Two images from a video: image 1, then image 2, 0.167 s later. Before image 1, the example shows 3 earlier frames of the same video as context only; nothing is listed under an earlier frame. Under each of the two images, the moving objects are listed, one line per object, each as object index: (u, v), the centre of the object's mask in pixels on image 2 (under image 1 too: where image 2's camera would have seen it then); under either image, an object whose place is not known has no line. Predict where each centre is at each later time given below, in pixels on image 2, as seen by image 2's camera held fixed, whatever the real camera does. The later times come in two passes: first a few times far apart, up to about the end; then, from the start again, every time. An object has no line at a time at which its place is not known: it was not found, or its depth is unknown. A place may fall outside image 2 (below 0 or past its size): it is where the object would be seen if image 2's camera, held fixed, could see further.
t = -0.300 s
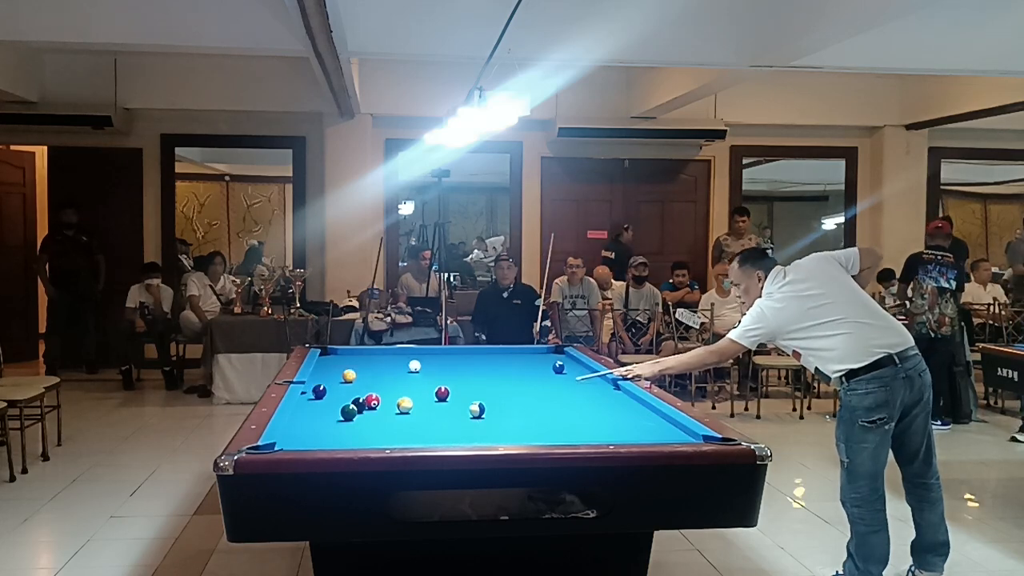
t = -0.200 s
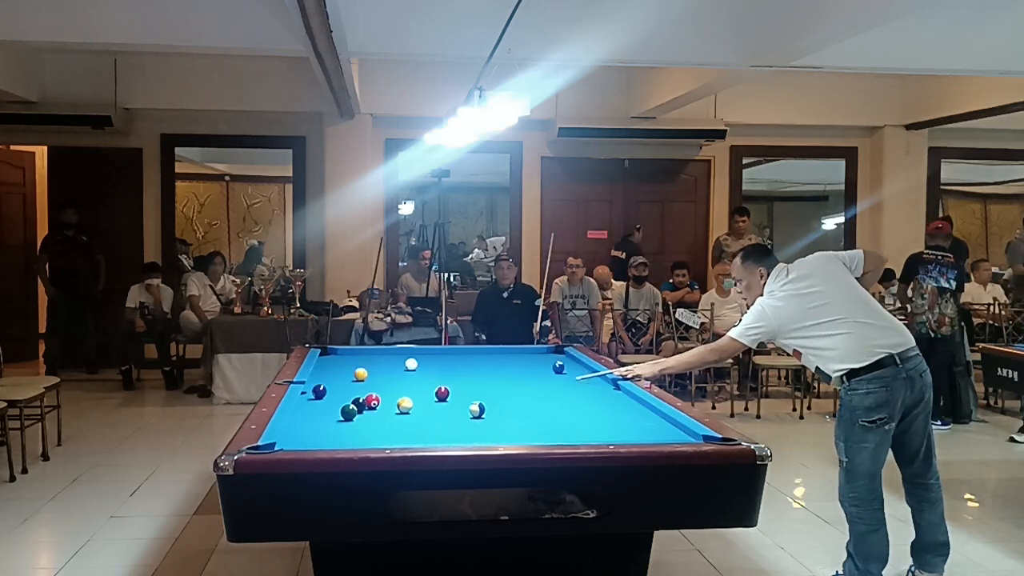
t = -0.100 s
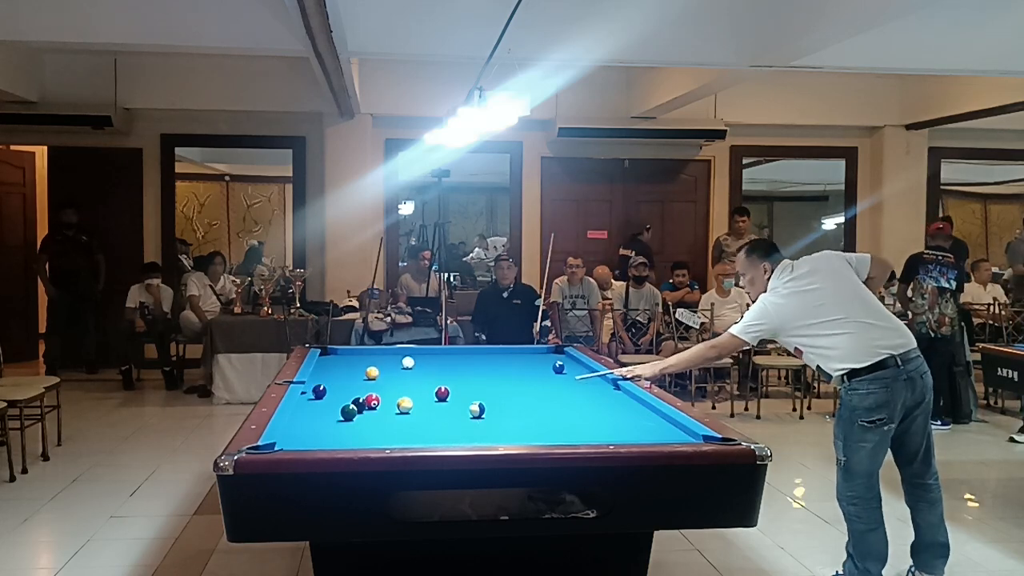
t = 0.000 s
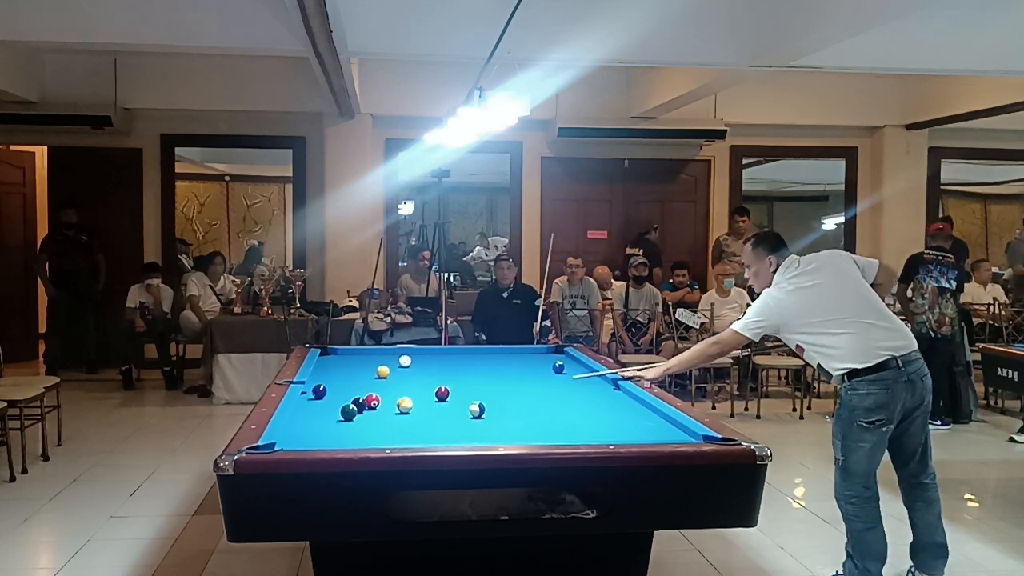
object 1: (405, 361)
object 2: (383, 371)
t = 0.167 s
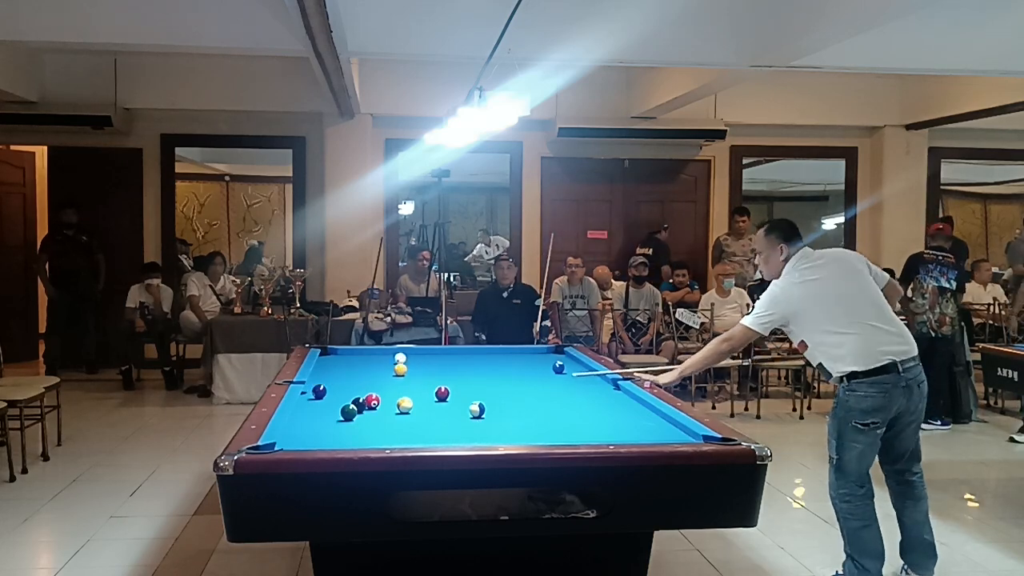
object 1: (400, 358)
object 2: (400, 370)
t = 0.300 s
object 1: (396, 356)
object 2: (413, 368)
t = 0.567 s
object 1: (390, 353)
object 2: (438, 365)
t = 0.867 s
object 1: (385, 350)
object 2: (464, 361)
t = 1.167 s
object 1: (390, 351)
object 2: (488, 359)
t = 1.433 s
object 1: (394, 353)
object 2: (507, 357)
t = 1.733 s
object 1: (398, 354)
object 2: (527, 354)
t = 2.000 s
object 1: (402, 356)
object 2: (543, 353)
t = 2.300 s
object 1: (406, 357)
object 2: (559, 351)
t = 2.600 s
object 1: (409, 358)
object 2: (550, 350)
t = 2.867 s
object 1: (412, 359)
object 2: (542, 350)
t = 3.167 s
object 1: (414, 360)
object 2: (534, 349)
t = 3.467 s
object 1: (416, 361)
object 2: (530, 349)
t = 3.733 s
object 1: (417, 362)
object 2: (528, 349)
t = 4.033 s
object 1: (418, 362)
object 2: (527, 349)
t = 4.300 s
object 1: (418, 363)
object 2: (525, 349)
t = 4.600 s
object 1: (418, 363)
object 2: (526, 349)
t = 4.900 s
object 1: (417, 363)
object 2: (525, 350)
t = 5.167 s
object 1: (417, 363)
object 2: (526, 349)
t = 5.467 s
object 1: (417, 363)
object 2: (526, 349)
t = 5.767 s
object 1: (417, 363)
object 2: (526, 349)
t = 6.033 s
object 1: (417, 363)
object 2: (526, 349)
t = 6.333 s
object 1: (417, 363)
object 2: (526, 349)
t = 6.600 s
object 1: (417, 363)
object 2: (526, 349)
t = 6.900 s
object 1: (417, 363)
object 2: (526, 349)
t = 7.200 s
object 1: (417, 363)
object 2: (526, 349)
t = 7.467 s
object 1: (417, 363)
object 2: (526, 349)
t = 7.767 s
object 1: (417, 363)
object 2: (526, 349)
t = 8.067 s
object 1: (417, 363)
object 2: (526, 349)
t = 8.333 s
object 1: (417, 363)
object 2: (526, 349)
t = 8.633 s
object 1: (417, 363)
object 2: (526, 349)
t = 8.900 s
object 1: (417, 363)
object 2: (526, 349)
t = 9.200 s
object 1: (417, 363)
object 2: (526, 349)
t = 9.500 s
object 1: (417, 363)
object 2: (526, 349)
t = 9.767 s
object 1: (417, 363)
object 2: (526, 349)
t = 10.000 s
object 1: (417, 363)
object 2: (526, 349)
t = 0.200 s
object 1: (399, 357)
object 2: (404, 369)
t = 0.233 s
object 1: (398, 357)
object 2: (407, 368)
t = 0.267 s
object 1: (397, 357)
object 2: (410, 368)
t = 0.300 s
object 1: (396, 356)
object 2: (413, 368)
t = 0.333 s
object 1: (395, 356)
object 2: (417, 367)
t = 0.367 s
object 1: (395, 355)
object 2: (420, 367)
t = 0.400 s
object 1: (394, 355)
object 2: (423, 366)
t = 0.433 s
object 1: (393, 354)
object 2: (426, 366)
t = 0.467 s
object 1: (392, 354)
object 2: (429, 366)
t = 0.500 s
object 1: (391, 354)
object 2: (432, 365)
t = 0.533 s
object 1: (391, 353)
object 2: (435, 365)
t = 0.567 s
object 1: (390, 353)
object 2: (438, 365)
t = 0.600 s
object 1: (389, 352)
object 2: (441, 364)
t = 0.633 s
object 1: (388, 352)
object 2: (444, 364)
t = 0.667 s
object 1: (388, 351)
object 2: (447, 364)
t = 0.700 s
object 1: (387, 351)
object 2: (450, 363)
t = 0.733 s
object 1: (386, 351)
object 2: (453, 363)
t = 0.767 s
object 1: (385, 350)
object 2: (456, 363)
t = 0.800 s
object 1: (385, 350)
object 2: (459, 362)
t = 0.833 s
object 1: (385, 350)
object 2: (461, 362)
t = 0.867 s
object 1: (385, 350)
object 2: (464, 361)
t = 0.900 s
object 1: (385, 350)
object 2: (467, 361)
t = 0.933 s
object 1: (386, 351)
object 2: (470, 361)
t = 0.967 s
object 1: (387, 351)
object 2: (472, 361)
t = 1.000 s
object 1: (387, 351)
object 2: (475, 360)
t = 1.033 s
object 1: (388, 351)
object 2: (477, 360)
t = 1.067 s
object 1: (388, 351)
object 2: (480, 360)
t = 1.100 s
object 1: (389, 351)
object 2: (482, 360)
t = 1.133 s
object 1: (389, 351)
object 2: (485, 359)
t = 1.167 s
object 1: (390, 351)
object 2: (488, 359)
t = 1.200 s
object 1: (390, 352)
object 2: (490, 359)
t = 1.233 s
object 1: (391, 352)
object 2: (493, 359)
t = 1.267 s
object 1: (391, 352)
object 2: (495, 358)
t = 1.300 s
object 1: (392, 352)
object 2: (497, 358)
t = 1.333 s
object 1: (392, 352)
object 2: (500, 357)
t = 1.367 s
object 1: (393, 353)
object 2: (502, 357)
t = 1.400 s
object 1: (393, 353)
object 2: (505, 357)
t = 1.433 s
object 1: (394, 353)
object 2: (507, 357)
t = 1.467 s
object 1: (394, 353)
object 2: (509, 356)
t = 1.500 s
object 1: (395, 353)
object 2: (511, 356)
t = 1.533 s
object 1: (395, 354)
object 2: (513, 356)
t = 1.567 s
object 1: (396, 354)
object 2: (516, 356)
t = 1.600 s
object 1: (396, 354)
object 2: (518, 355)
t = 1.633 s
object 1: (397, 354)
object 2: (520, 355)
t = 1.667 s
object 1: (397, 354)
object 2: (523, 355)
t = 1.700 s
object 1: (398, 354)
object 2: (525, 355)
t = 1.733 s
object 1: (398, 354)
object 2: (527, 354)
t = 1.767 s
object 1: (399, 355)
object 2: (529, 354)
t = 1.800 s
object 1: (399, 355)
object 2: (531, 354)
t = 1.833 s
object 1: (400, 355)
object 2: (533, 354)
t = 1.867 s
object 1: (400, 355)
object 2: (535, 353)
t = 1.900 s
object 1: (401, 355)
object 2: (537, 353)
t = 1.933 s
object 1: (401, 356)
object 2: (539, 353)
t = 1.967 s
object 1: (402, 356)
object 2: (541, 353)
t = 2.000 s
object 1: (402, 356)
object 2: (543, 353)
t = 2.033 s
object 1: (403, 356)
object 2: (545, 352)
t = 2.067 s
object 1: (403, 356)
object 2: (547, 352)
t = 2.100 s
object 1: (403, 356)
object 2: (549, 352)
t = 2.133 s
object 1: (404, 356)
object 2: (551, 352)
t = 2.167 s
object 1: (404, 356)
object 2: (552, 352)
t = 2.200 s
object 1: (405, 357)
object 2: (554, 351)
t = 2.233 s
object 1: (405, 357)
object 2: (557, 351)
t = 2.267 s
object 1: (405, 357)
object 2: (558, 351)
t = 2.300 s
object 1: (406, 357)
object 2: (559, 351)
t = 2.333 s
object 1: (406, 357)
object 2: (559, 351)
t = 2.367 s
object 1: (406, 357)
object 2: (558, 350)
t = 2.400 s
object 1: (407, 357)
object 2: (556, 350)
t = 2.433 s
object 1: (407, 358)
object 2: (555, 351)
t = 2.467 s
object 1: (408, 358)
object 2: (554, 351)
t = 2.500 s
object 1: (408, 358)
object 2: (553, 350)
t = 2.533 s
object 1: (408, 358)
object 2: (552, 350)
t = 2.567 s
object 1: (409, 358)
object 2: (550, 350)
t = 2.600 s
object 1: (409, 358)
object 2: (550, 350)
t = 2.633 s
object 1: (409, 358)
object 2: (549, 350)
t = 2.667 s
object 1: (410, 358)
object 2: (548, 350)
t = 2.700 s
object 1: (410, 359)
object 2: (547, 350)
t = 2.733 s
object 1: (410, 359)
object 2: (545, 350)
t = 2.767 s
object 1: (411, 359)
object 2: (545, 350)
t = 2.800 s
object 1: (411, 359)
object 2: (544, 350)
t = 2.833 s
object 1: (411, 359)
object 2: (543, 350)
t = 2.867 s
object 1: (412, 359)
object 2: (542, 350)
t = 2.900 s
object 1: (412, 359)
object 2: (541, 350)
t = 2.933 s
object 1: (412, 359)
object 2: (540, 350)
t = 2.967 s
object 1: (413, 359)
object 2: (539, 350)
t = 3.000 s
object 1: (413, 359)
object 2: (539, 350)
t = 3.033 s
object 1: (413, 360)
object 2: (538, 349)
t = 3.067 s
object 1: (413, 360)
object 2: (537, 350)
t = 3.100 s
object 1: (414, 360)
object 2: (536, 349)
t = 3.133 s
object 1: (414, 360)
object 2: (535, 349)
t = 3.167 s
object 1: (414, 360)
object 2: (534, 349)
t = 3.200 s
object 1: (414, 360)
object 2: (534, 349)
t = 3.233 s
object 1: (414, 360)
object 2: (533, 349)
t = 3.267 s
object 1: (415, 360)
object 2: (532, 349)
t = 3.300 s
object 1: (415, 361)
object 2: (532, 349)
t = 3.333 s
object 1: (415, 361)
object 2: (531, 349)
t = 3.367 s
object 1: (415, 361)
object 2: (531, 349)
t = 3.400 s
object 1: (415, 361)
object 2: (530, 349)
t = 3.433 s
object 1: (416, 361)
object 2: (530, 349)
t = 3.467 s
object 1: (416, 361)
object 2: (530, 349)
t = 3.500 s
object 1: (416, 361)
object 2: (530, 349)
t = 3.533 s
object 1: (416, 361)
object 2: (529, 349)
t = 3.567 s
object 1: (416, 361)
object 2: (529, 349)
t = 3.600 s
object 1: (416, 361)
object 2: (529, 349)
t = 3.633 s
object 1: (417, 361)
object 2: (529, 349)
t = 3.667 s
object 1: (417, 362)
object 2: (528, 349)
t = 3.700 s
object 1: (417, 362)
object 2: (528, 349)
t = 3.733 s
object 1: (417, 362)
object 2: (528, 349)
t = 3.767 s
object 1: (417, 362)
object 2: (527, 349)
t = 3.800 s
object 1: (417, 362)
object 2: (527, 349)
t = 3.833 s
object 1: (418, 362)
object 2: (527, 349)
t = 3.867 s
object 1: (418, 362)
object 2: (527, 349)
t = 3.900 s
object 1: (418, 362)
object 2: (527, 349)
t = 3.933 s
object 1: (418, 362)
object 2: (526, 349)
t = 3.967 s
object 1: (418, 362)
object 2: (527, 349)
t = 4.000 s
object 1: (418, 362)
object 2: (527, 349)
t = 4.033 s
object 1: (418, 362)
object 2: (527, 349)
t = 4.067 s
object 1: (418, 362)
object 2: (526, 349)
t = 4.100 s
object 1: (418, 362)
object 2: (526, 349)
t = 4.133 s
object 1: (418, 362)
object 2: (526, 349)
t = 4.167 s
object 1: (418, 362)
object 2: (526, 349)
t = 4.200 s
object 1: (418, 363)
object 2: (526, 349)
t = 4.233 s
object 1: (418, 363)
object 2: (526, 349)
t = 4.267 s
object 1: (418, 363)
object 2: (525, 349)
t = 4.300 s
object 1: (418, 363)
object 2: (525, 349)
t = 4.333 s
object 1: (418, 363)
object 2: (525, 349)
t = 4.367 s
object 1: (418, 363)
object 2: (525, 349)
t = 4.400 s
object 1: (418, 363)
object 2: (526, 349)
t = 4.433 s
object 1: (418, 363)
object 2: (526, 349)
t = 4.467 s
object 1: (418, 363)
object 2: (526, 349)
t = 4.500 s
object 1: (418, 363)
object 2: (525, 349)
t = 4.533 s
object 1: (418, 363)
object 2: (525, 349)
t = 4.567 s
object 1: (418, 363)
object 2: (525, 349)
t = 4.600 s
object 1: (418, 363)
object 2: (526, 349)
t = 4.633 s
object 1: (418, 363)
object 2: (526, 349)
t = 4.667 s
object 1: (418, 363)
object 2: (525, 349)
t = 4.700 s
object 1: (418, 363)
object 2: (525, 349)
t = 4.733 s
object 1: (417, 363)
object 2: (525, 349)
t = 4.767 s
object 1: (417, 363)
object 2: (525, 349)
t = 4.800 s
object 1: (417, 363)
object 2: (525, 349)
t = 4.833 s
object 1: (417, 363)
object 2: (526, 349)
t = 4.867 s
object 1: (417, 363)
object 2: (525, 349)
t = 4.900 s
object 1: (417, 363)
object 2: (525, 350)
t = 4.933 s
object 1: (417, 363)
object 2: (526, 349)
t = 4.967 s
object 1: (417, 363)
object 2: (525, 349)
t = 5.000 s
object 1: (417, 363)
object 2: (525, 349)
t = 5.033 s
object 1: (417, 363)
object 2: (526, 349)
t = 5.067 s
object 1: (417, 363)
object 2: (526, 349)
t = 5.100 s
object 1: (417, 363)
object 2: (526, 349)
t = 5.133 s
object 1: (417, 363)
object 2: (526, 349)
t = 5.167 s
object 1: (417, 363)
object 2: (526, 349)
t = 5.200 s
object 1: (417, 363)
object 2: (526, 349)
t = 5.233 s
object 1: (417, 363)
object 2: (526, 349)
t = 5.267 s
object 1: (417, 363)
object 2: (526, 349)
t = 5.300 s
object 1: (417, 363)
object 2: (526, 349)
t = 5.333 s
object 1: (417, 363)
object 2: (526, 349)
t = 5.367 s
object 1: (417, 363)
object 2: (526, 349)
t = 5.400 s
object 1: (417, 363)
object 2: (526, 349)
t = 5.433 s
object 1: (417, 363)
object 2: (526, 349)
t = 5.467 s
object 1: (417, 363)
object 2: (526, 349)
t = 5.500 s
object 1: (417, 363)
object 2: (526, 349)
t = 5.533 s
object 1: (417, 363)
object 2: (526, 349)
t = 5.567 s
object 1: (417, 363)
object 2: (526, 349)
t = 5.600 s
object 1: (417, 363)
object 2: (526, 349)
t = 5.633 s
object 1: (417, 363)
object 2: (526, 349)
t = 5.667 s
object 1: (417, 363)
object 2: (526, 349)
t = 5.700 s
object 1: (417, 363)
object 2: (526, 349)
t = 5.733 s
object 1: (417, 363)
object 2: (526, 349)
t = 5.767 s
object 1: (417, 363)
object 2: (526, 349)
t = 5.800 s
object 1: (417, 363)
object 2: (526, 349)
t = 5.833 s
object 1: (417, 363)
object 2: (526, 349)
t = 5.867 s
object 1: (417, 363)
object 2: (526, 349)
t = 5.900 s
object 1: (417, 363)
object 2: (526, 349)
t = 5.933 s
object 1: (417, 363)
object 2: (526, 349)
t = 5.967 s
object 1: (417, 363)
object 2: (526, 349)
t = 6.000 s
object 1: (417, 363)
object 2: (526, 349)
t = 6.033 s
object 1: (417, 363)
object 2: (526, 349)
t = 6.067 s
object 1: (417, 363)
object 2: (526, 349)
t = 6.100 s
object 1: (417, 363)
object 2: (526, 349)
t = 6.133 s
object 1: (417, 363)
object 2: (526, 349)
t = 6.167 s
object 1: (417, 363)
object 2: (526, 349)
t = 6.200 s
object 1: (417, 363)
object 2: (526, 349)
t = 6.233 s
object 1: (417, 363)
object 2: (526, 349)
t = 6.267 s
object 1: (417, 363)
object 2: (526, 349)
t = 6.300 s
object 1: (417, 363)
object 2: (526, 349)
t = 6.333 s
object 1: (417, 363)
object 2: (526, 349)
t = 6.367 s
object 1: (417, 363)
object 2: (526, 349)
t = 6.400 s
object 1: (417, 363)
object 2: (526, 349)
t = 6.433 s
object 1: (417, 363)
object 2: (526, 349)
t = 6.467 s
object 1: (417, 363)
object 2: (526, 349)
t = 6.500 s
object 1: (417, 363)
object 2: (526, 349)
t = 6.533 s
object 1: (417, 363)
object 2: (526, 349)
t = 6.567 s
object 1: (417, 363)
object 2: (526, 349)
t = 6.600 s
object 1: (417, 363)
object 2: (526, 349)
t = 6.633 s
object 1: (417, 363)
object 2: (526, 349)
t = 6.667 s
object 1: (417, 363)
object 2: (526, 349)
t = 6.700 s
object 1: (417, 363)
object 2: (526, 349)
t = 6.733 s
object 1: (417, 363)
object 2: (526, 349)
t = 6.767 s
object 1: (417, 363)
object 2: (526, 349)
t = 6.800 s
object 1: (417, 363)
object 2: (526, 349)
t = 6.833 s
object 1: (417, 363)
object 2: (526, 349)
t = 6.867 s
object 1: (417, 363)
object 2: (526, 349)
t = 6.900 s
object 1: (417, 363)
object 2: (526, 349)
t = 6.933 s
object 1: (417, 363)
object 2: (526, 349)
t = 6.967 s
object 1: (417, 363)
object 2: (526, 349)
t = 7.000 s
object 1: (417, 363)
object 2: (526, 349)
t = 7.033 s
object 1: (417, 363)
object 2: (526, 349)
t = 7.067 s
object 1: (417, 363)
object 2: (526, 349)
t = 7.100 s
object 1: (417, 363)
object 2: (526, 349)
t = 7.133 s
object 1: (417, 363)
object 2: (526, 349)
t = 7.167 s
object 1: (417, 363)
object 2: (526, 349)
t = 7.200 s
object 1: (417, 363)
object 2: (526, 349)
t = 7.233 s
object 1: (417, 363)
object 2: (526, 349)
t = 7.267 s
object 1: (417, 363)
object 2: (526, 349)
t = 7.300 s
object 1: (417, 363)
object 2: (526, 349)
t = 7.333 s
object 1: (417, 363)
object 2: (526, 349)
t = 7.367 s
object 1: (417, 363)
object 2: (526, 349)
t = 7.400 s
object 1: (417, 363)
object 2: (526, 349)
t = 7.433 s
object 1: (417, 363)
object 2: (526, 349)
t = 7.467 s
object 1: (417, 363)
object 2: (526, 349)
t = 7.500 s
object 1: (417, 363)
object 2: (526, 349)
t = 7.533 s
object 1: (417, 363)
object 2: (526, 349)
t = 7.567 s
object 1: (417, 363)
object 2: (526, 349)
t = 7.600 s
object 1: (417, 363)
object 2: (526, 349)
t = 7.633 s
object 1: (417, 363)
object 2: (526, 349)
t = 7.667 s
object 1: (417, 363)
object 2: (526, 349)
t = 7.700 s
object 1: (417, 363)
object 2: (526, 349)
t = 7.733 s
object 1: (417, 363)
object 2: (526, 349)
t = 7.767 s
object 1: (417, 363)
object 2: (526, 349)
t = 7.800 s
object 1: (417, 363)
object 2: (526, 349)
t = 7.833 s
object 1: (417, 363)
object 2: (526, 349)
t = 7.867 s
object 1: (417, 363)
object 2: (526, 349)
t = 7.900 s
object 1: (417, 363)
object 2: (526, 349)
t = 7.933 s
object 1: (417, 363)
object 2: (526, 349)
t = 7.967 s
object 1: (417, 363)
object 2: (526, 349)
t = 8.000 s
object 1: (417, 363)
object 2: (526, 349)
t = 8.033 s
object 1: (417, 363)
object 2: (526, 349)
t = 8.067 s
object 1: (417, 363)
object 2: (526, 349)
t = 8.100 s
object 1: (417, 363)
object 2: (526, 349)
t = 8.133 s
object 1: (417, 363)
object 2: (526, 349)
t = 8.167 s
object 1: (417, 363)
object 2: (526, 349)
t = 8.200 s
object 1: (417, 363)
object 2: (526, 349)
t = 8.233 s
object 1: (417, 363)
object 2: (526, 349)
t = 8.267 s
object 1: (417, 363)
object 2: (526, 349)
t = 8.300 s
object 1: (417, 363)
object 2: (526, 349)
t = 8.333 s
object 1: (417, 363)
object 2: (526, 349)
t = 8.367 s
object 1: (417, 363)
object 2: (526, 349)
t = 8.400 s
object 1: (417, 363)
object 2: (526, 349)
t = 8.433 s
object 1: (417, 363)
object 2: (526, 349)
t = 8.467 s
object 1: (417, 363)
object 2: (526, 349)
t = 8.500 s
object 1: (417, 363)
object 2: (526, 349)
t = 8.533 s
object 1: (417, 363)
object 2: (526, 349)
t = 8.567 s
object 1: (417, 363)
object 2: (526, 349)
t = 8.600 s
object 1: (417, 363)
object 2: (526, 349)
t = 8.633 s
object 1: (417, 363)
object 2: (526, 349)
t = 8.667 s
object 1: (417, 363)
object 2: (526, 349)
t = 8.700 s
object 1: (417, 363)
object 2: (526, 349)
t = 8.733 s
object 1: (417, 363)
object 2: (526, 349)
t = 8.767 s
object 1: (417, 363)
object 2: (526, 349)
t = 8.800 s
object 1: (417, 363)
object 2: (526, 349)
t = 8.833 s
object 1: (417, 363)
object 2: (526, 349)
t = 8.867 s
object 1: (417, 363)
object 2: (526, 349)
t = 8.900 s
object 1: (417, 363)
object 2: (526, 349)
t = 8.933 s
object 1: (417, 363)
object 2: (526, 349)
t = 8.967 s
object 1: (417, 363)
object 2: (526, 349)
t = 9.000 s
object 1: (417, 363)
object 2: (526, 349)
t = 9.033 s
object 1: (417, 363)
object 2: (526, 349)
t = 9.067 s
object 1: (417, 363)
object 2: (526, 349)
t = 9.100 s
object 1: (417, 363)
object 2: (526, 349)
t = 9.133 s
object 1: (417, 363)
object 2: (526, 349)
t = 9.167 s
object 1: (417, 363)
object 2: (526, 349)
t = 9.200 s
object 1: (417, 363)
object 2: (526, 349)
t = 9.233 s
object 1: (417, 363)
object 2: (525, 349)
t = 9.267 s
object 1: (417, 363)
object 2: (526, 349)
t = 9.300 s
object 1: (417, 363)
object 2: (526, 349)
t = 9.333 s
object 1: (417, 363)
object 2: (526, 349)
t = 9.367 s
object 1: (417, 363)
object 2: (526, 349)
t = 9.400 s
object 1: (417, 363)
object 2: (526, 349)
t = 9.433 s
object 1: (417, 363)
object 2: (526, 349)
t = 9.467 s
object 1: (417, 363)
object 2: (526, 349)
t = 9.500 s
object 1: (417, 363)
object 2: (526, 349)
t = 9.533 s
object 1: (417, 363)
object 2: (526, 349)
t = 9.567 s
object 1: (417, 363)
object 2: (526, 349)
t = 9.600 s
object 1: (417, 363)
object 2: (526, 349)
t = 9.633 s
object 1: (417, 363)
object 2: (526, 349)
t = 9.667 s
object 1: (417, 363)
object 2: (526, 349)
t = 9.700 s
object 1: (417, 363)
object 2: (526, 349)
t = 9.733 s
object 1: (417, 363)
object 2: (526, 349)
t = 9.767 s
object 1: (417, 363)
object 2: (526, 349)
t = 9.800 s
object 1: (417, 363)
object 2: (526, 349)
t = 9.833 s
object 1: (417, 363)
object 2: (526, 349)
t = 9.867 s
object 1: (417, 363)
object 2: (526, 349)
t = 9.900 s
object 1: (417, 363)
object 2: (526, 349)
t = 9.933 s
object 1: (417, 363)
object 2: (526, 349)
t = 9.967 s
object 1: (417, 363)
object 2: (526, 349)
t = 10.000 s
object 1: (417, 363)
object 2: (526, 349)
